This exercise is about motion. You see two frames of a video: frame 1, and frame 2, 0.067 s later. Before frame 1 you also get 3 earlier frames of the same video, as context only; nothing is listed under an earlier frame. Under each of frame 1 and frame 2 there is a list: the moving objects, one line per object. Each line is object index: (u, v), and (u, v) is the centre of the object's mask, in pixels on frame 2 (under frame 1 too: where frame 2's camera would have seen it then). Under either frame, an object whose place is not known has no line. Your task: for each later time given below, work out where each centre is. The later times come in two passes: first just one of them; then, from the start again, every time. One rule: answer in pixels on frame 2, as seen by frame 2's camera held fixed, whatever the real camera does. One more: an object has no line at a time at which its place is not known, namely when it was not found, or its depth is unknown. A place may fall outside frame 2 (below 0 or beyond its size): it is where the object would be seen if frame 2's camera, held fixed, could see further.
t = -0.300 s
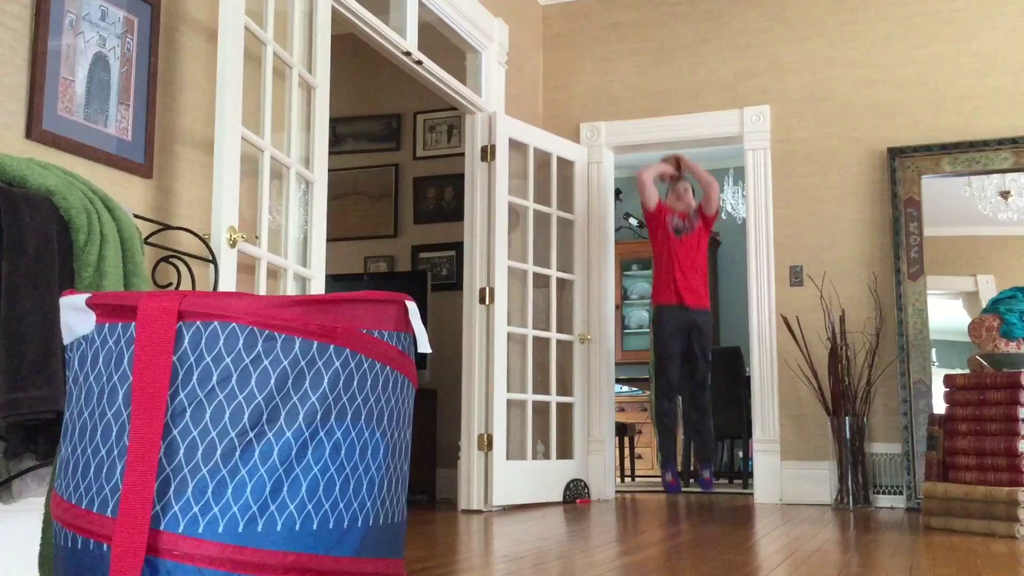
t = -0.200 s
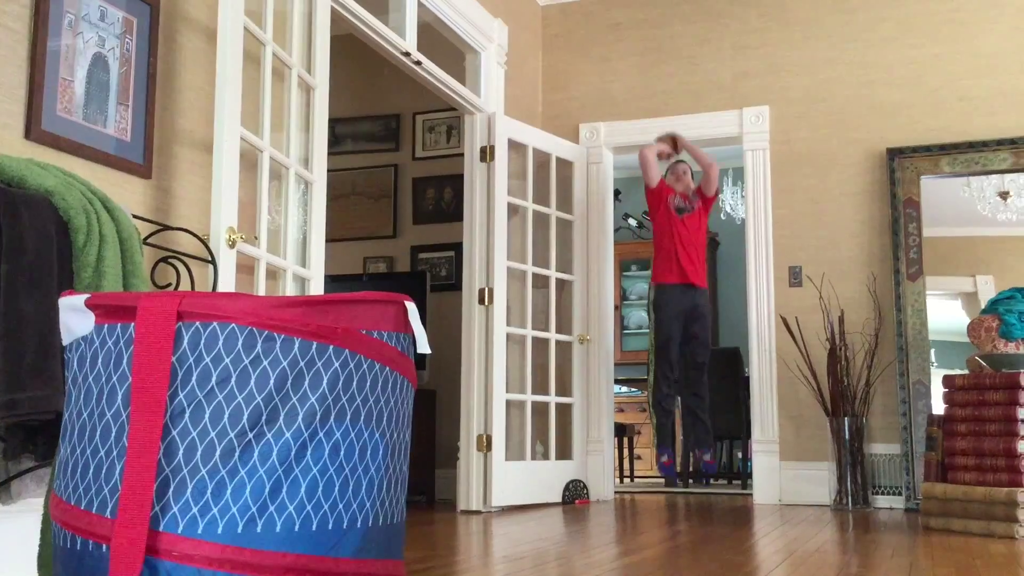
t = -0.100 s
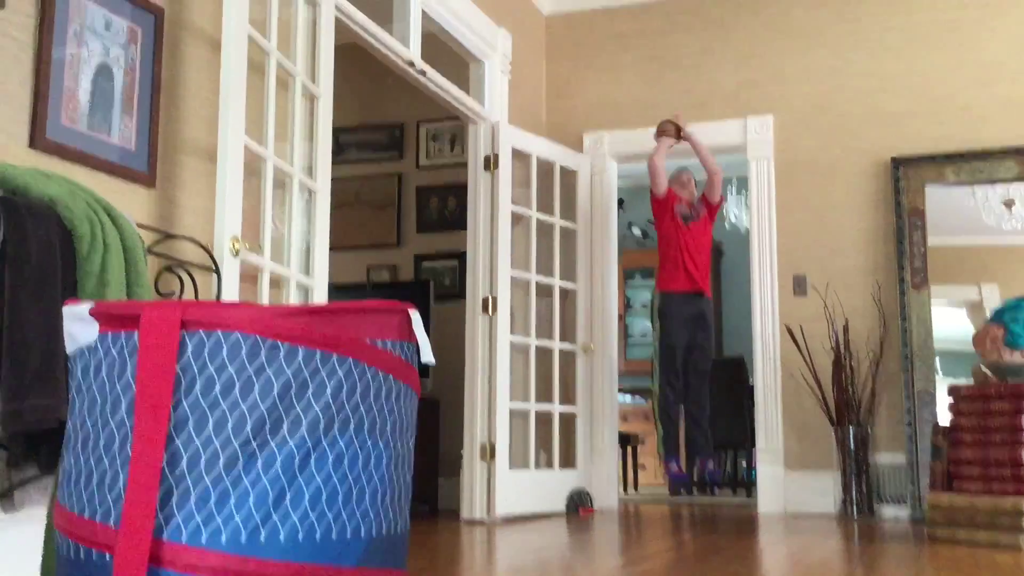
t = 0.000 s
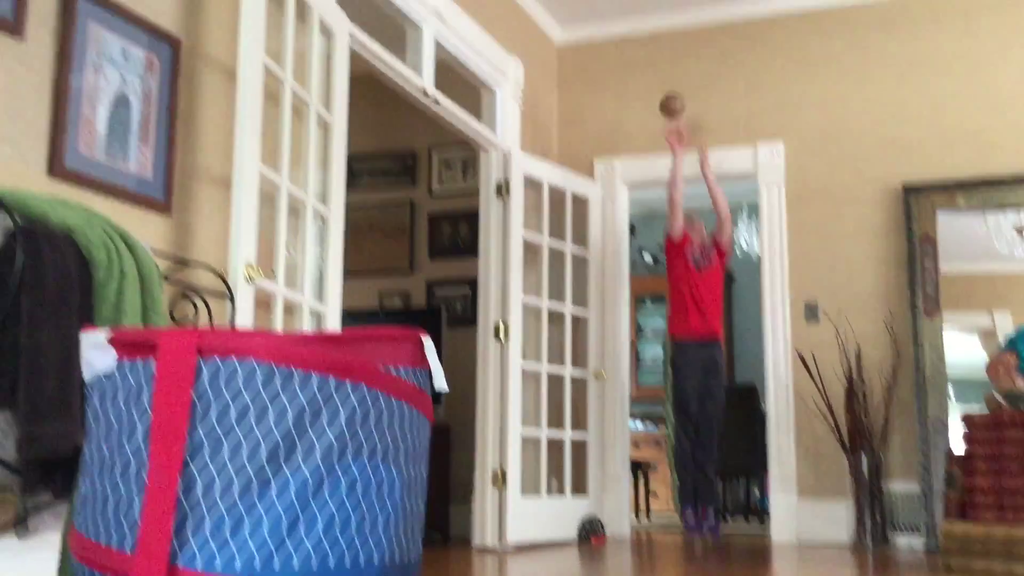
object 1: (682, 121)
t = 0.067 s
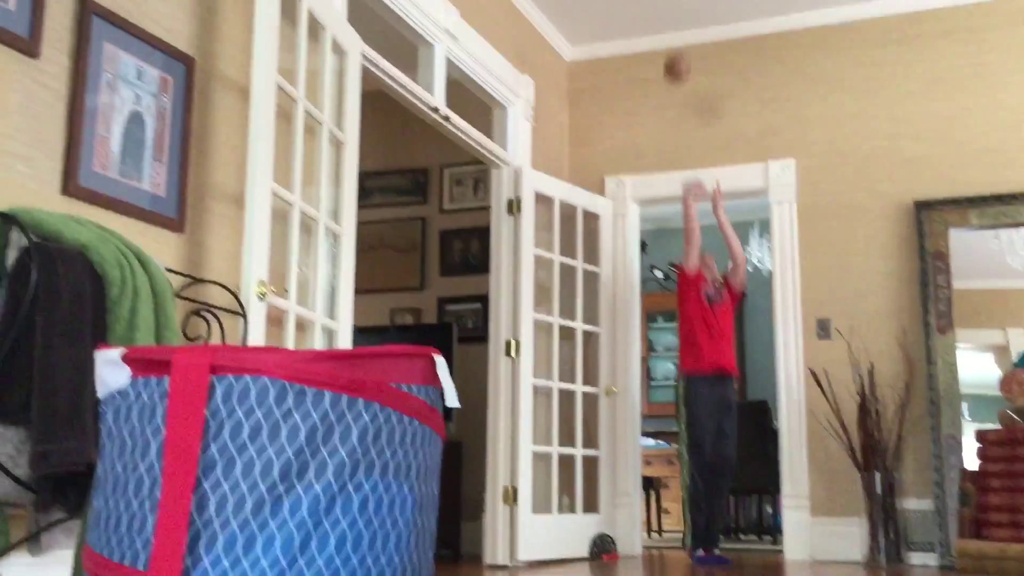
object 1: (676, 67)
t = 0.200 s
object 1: (665, -16)
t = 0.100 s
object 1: (674, 42)
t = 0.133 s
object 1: (671, 17)
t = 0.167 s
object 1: (668, -2)
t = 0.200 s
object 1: (665, -16)
